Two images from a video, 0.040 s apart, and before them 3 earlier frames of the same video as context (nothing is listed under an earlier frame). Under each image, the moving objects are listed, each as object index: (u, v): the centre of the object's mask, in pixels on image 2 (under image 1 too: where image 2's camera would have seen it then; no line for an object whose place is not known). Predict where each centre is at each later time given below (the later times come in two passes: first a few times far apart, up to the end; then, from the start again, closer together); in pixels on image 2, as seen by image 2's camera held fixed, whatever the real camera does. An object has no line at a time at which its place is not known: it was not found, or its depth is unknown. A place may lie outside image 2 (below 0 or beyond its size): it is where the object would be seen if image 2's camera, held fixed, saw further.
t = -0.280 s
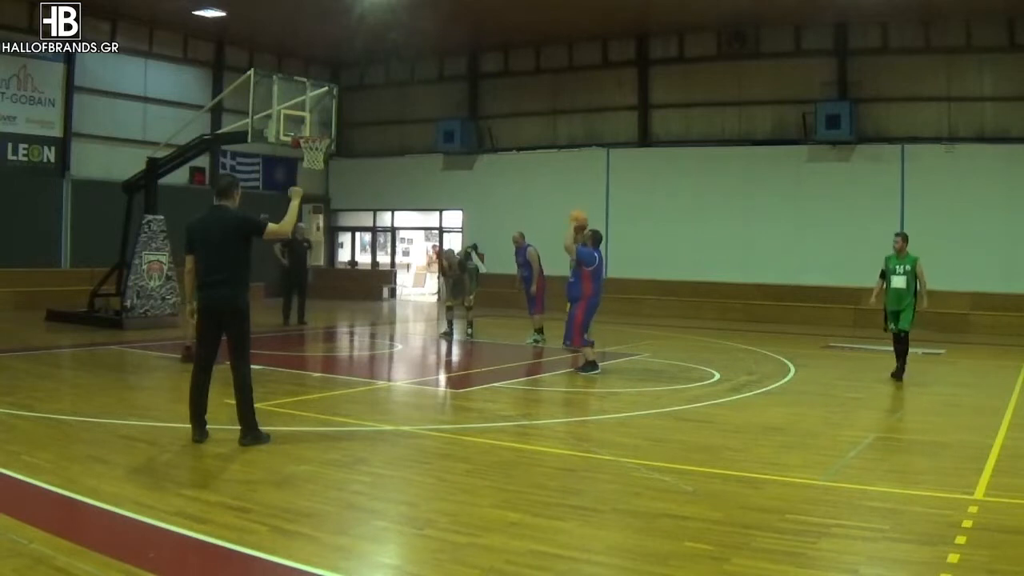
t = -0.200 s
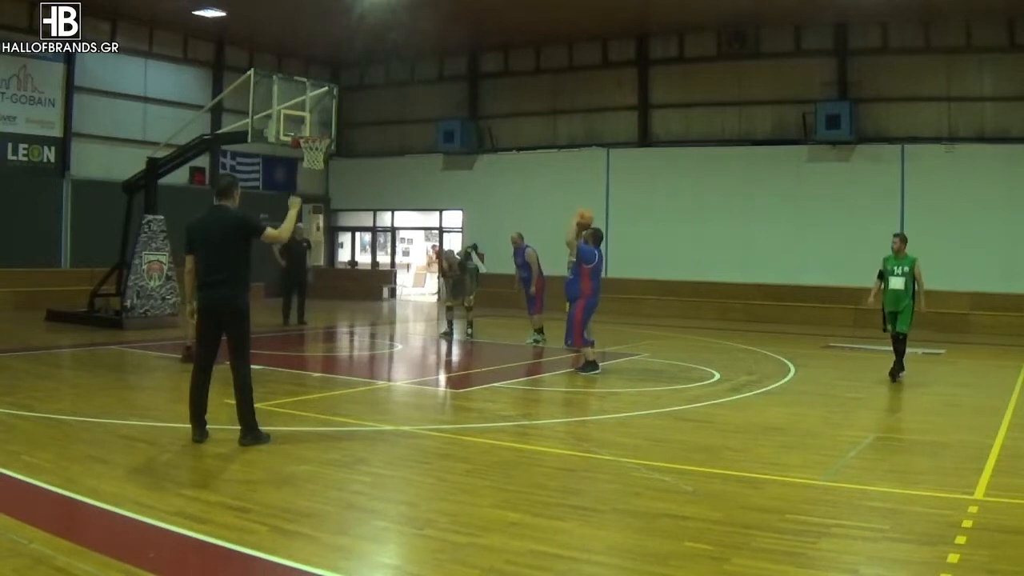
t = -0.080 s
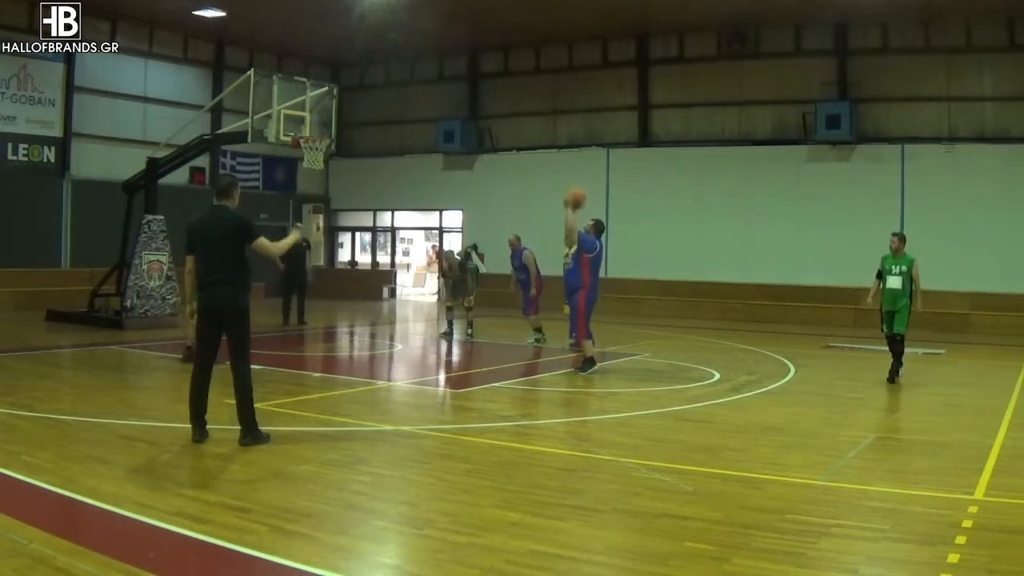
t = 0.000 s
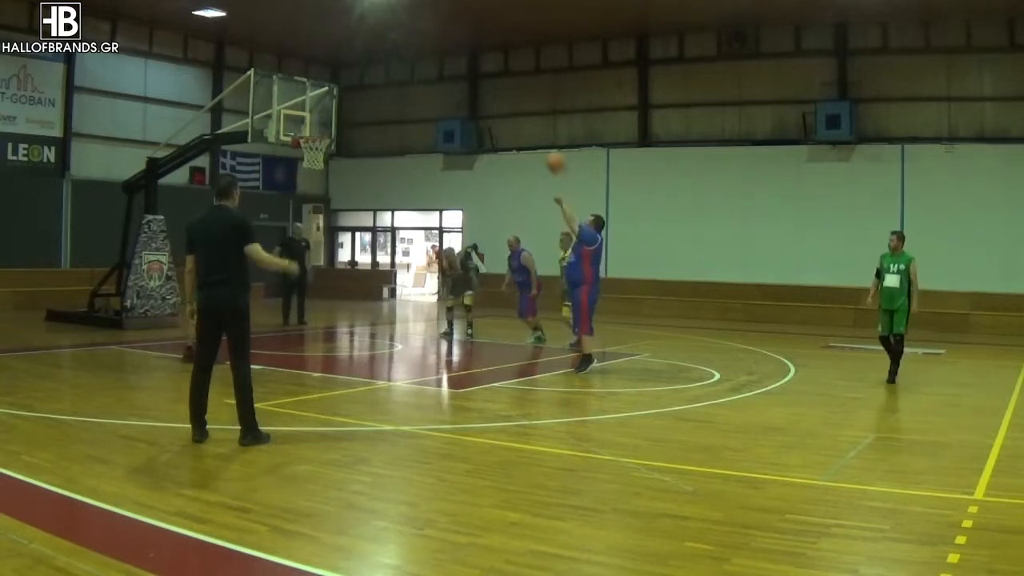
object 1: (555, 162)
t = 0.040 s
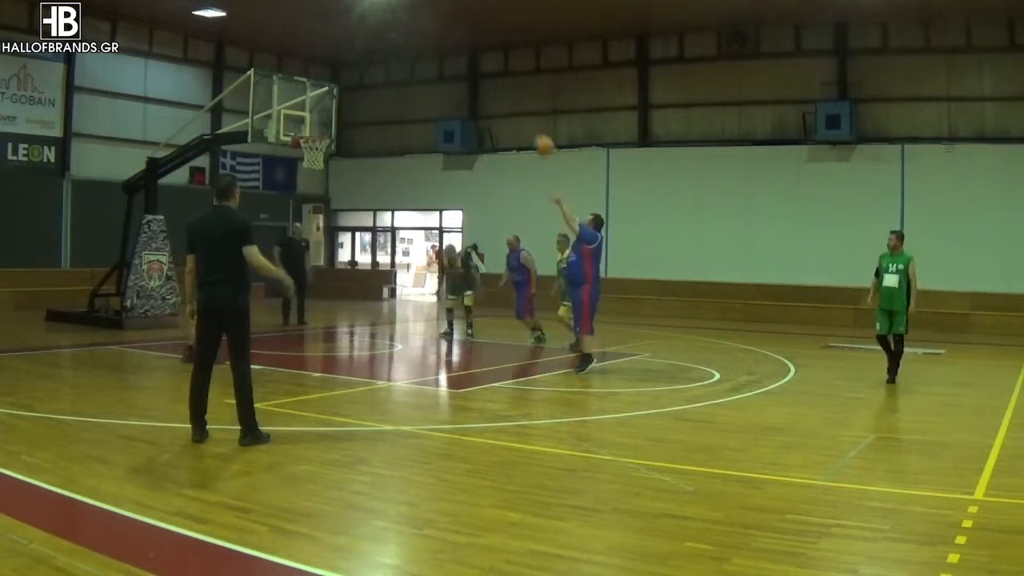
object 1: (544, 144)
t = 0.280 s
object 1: (478, 79)
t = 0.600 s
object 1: (400, 60)
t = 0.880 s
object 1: (339, 101)
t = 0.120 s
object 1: (521, 116)
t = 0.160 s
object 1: (510, 105)
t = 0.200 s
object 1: (499, 94)
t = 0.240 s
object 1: (488, 85)
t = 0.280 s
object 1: (478, 79)
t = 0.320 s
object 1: (468, 72)
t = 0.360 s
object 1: (458, 67)
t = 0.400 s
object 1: (448, 63)
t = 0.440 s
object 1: (438, 60)
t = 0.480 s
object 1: (428, 59)
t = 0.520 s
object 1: (419, 58)
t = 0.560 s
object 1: (410, 58)
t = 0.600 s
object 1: (400, 60)
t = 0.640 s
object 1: (391, 63)
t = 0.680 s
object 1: (382, 67)
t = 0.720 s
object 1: (373, 71)
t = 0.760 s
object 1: (365, 77)
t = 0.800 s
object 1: (355, 84)
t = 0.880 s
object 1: (339, 101)
